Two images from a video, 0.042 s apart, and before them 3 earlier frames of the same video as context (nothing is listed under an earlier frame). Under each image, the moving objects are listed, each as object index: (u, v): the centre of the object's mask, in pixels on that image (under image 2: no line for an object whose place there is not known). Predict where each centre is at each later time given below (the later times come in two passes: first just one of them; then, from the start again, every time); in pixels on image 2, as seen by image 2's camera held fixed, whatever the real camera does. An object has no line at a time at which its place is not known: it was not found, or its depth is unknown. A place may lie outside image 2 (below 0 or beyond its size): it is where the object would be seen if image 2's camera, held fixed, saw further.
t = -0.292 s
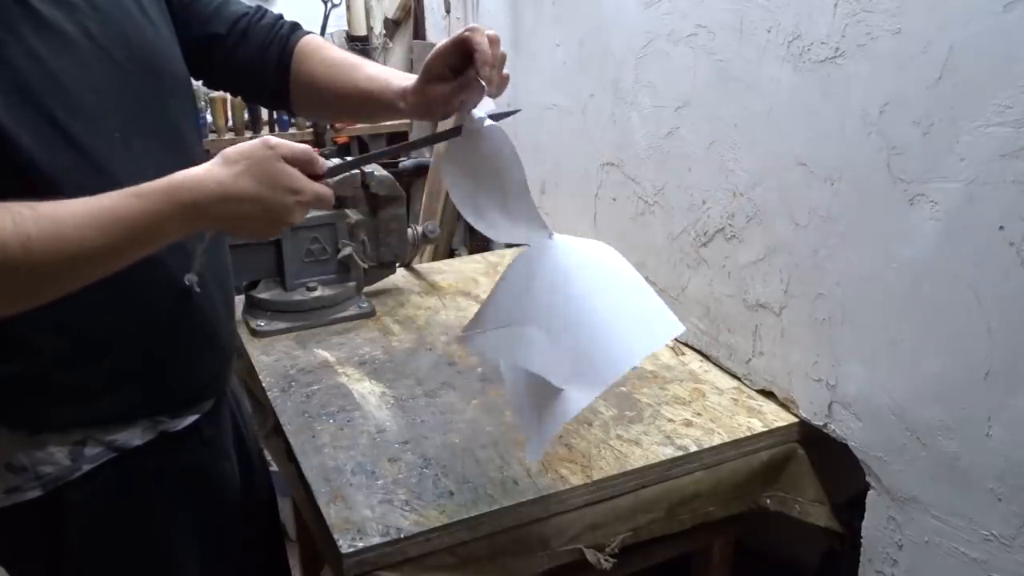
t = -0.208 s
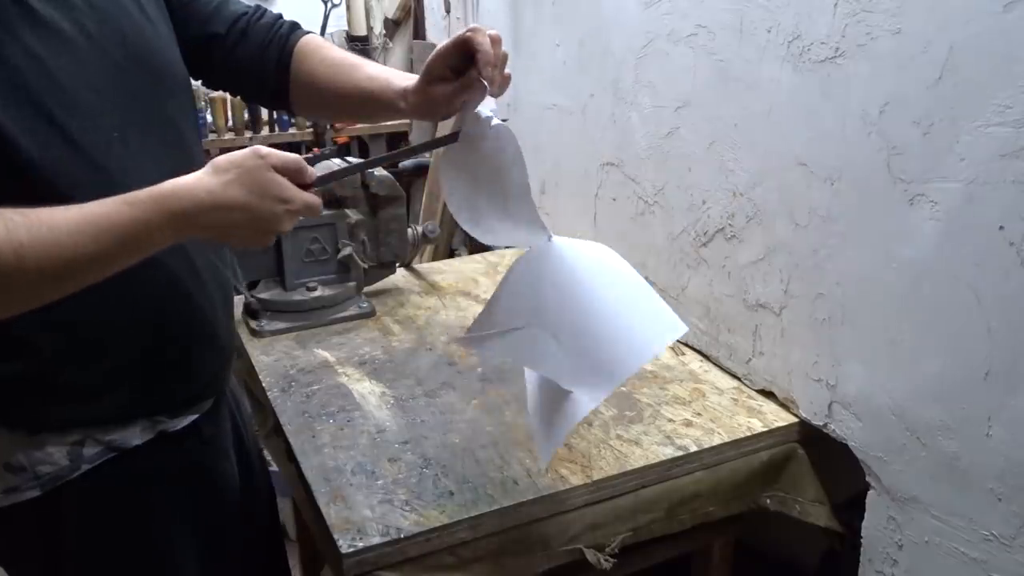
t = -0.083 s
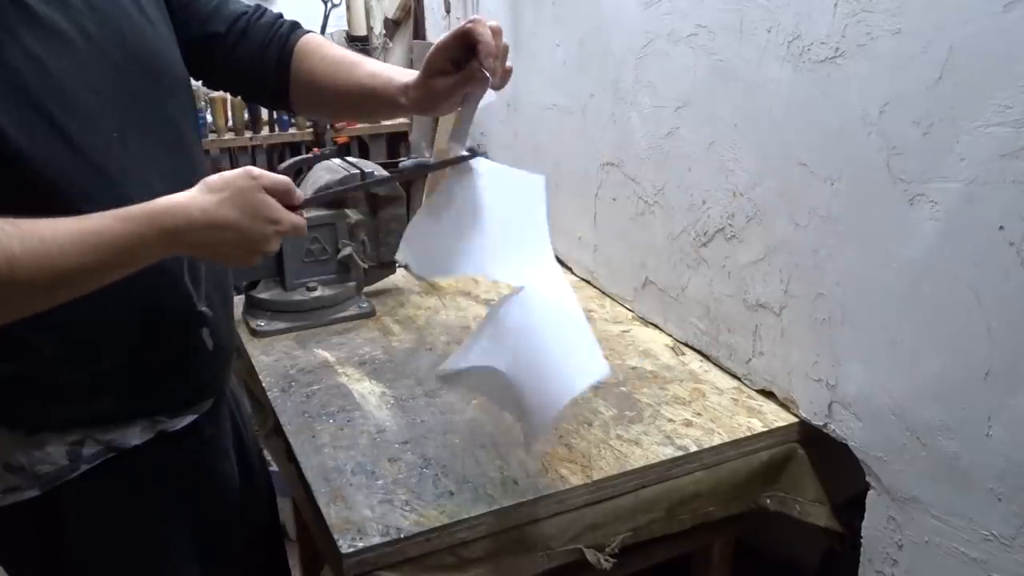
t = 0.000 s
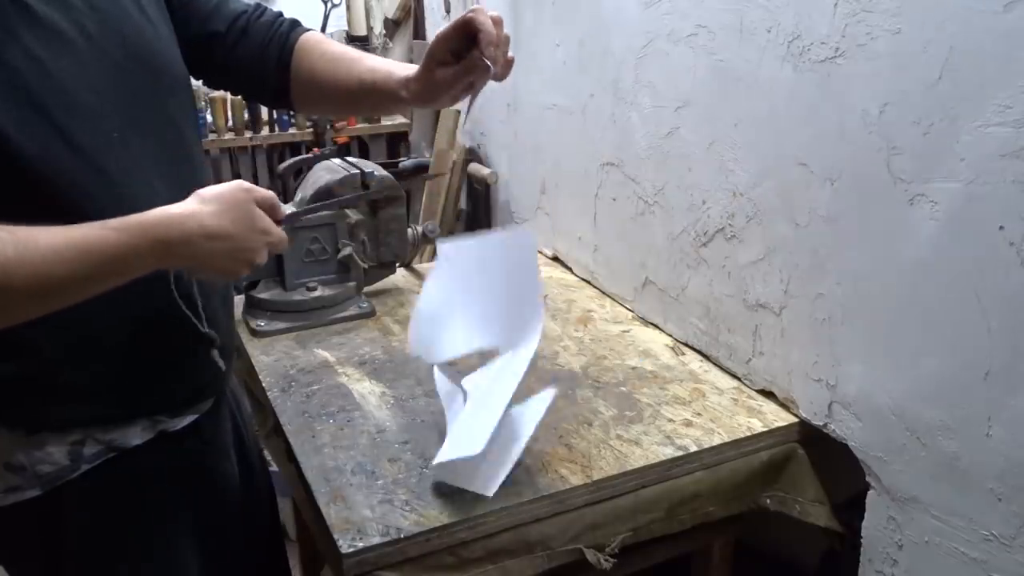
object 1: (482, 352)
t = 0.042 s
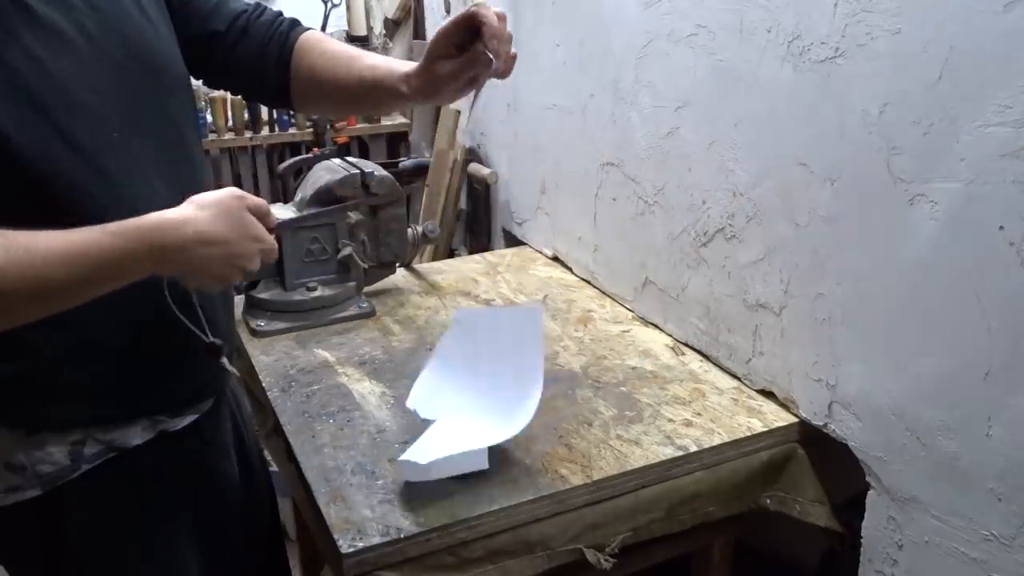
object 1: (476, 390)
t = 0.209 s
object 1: (486, 446)
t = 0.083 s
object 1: (481, 416)
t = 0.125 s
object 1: (488, 436)
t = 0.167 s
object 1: (485, 446)
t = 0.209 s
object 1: (486, 446)
